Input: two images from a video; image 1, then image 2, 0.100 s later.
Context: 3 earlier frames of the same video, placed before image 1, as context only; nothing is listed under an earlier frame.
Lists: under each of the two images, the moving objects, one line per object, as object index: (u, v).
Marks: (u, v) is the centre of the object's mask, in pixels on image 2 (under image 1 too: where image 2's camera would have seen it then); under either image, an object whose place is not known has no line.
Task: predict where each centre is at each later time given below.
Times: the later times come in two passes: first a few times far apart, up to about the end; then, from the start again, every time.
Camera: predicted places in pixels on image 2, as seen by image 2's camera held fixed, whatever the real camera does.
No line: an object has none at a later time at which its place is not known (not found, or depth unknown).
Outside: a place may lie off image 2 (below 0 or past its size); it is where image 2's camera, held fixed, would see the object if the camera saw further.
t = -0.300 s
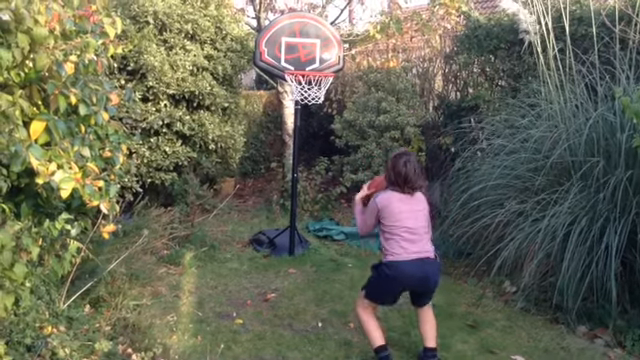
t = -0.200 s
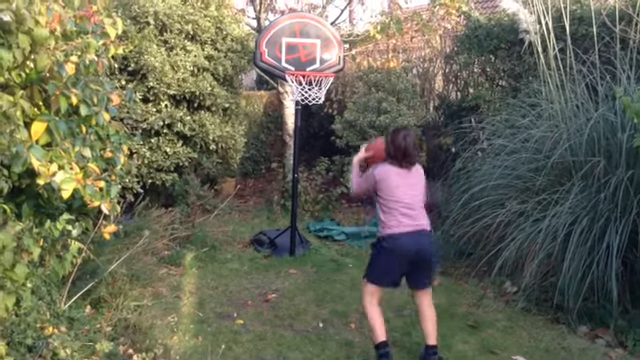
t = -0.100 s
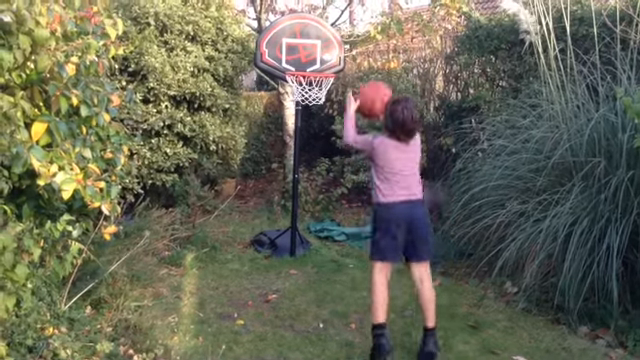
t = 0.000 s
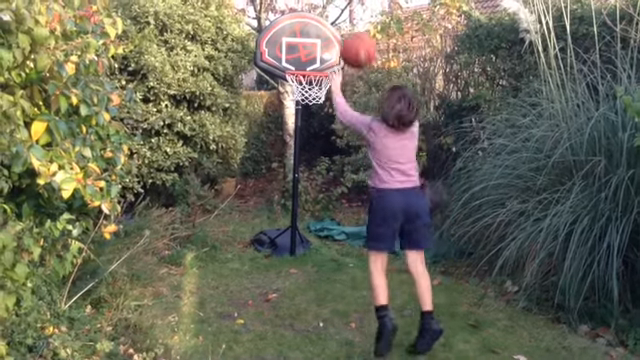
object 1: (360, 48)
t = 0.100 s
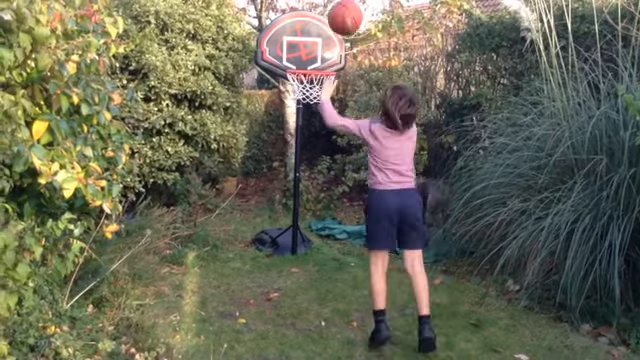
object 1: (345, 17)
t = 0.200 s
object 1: (332, 8)
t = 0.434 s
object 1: (305, 21)
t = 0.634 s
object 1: (304, 65)
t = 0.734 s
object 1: (315, 84)
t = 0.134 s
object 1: (340, 12)
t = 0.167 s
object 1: (336, 10)
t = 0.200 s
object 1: (332, 8)
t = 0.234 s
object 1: (328, 7)
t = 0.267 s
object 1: (324, 7)
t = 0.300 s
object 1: (320, 7)
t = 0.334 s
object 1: (316, 9)
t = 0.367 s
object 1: (313, 11)
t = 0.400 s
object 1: (310, 13)
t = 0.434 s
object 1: (305, 21)
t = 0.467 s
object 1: (302, 28)
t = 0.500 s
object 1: (301, 34)
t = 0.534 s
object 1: (301, 38)
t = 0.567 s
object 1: (302, 48)
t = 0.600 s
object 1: (302, 55)
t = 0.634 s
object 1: (304, 65)
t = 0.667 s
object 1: (308, 69)
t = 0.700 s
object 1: (310, 79)
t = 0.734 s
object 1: (315, 84)
